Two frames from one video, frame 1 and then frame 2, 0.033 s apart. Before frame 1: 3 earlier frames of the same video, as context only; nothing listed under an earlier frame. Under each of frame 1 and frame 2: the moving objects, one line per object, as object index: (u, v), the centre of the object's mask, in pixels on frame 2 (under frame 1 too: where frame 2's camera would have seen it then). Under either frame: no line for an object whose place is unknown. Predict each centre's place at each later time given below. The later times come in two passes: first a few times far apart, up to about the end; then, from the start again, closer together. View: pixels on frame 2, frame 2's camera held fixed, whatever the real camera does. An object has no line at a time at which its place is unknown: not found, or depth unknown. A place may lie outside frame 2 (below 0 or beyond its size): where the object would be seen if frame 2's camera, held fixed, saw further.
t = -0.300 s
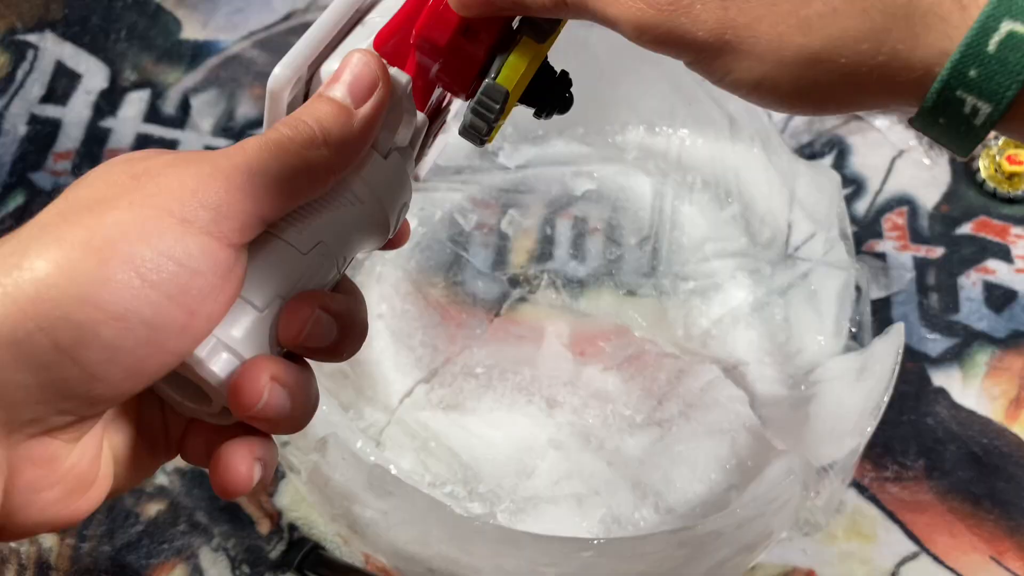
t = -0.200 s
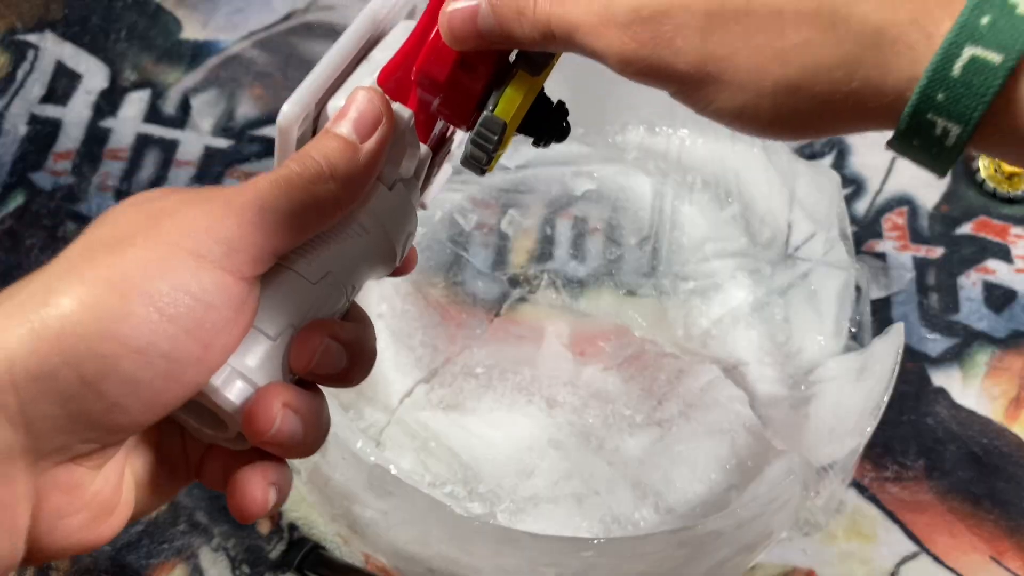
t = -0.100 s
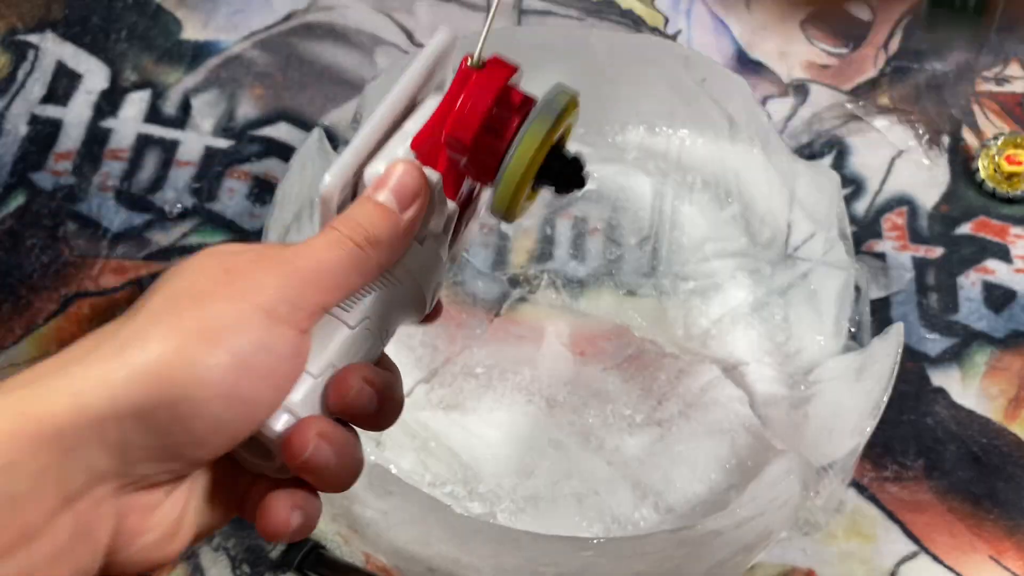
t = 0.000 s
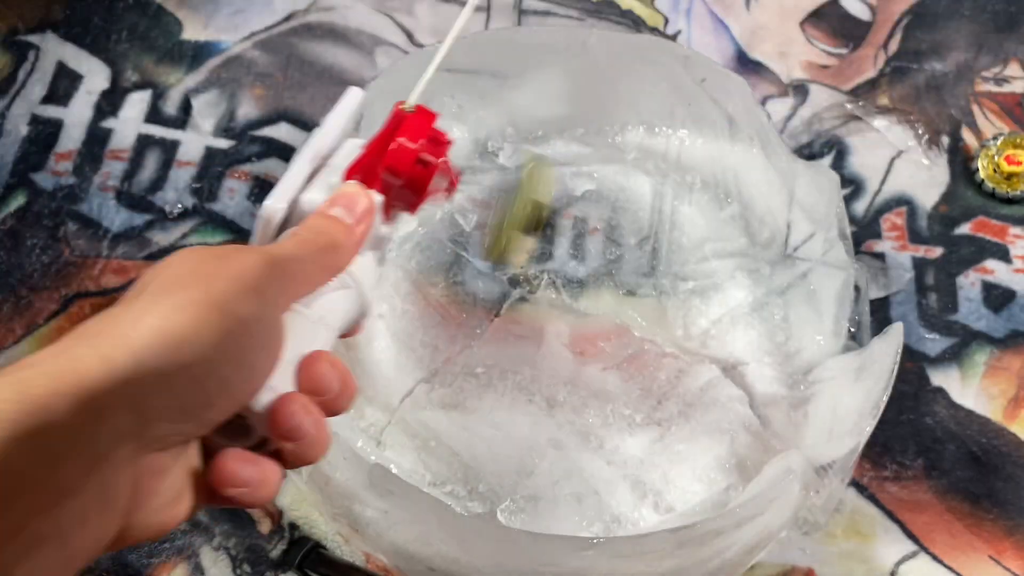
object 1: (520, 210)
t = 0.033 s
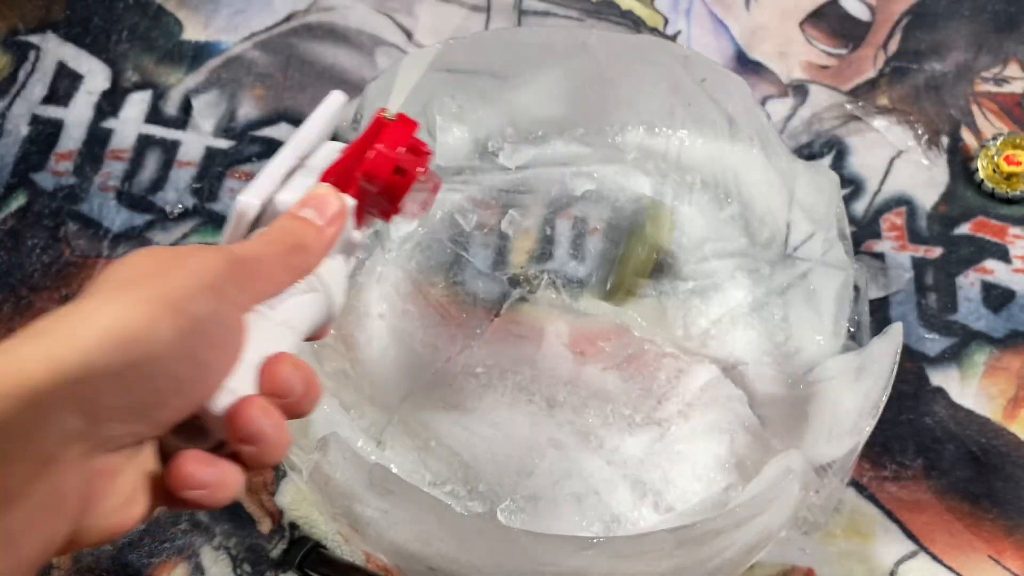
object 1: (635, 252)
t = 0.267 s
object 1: (788, 343)
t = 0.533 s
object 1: (784, 343)
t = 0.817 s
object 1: (772, 360)
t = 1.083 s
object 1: (765, 347)
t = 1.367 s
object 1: (764, 351)
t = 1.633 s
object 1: (751, 343)
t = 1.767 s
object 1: (720, 359)
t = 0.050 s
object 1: (685, 277)
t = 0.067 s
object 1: (735, 302)
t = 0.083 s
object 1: (775, 329)
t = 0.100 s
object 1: (803, 345)
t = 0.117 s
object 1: (810, 345)
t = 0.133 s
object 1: (815, 344)
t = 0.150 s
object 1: (817, 343)
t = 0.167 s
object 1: (817, 344)
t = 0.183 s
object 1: (812, 346)
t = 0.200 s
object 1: (802, 348)
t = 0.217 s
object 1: (796, 348)
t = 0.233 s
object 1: (792, 346)
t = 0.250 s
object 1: (789, 345)
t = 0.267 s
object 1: (788, 343)
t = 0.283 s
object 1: (788, 340)
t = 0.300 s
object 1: (786, 337)
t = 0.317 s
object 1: (784, 335)
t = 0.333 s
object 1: (783, 333)
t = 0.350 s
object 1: (783, 331)
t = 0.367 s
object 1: (783, 331)
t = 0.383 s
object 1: (784, 329)
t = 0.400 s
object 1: (782, 330)
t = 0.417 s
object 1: (787, 327)
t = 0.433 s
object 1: (793, 323)
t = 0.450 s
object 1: (797, 322)
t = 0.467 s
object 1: (799, 325)
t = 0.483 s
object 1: (800, 329)
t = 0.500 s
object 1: (795, 334)
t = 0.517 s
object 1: (787, 341)
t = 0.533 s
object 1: (784, 343)
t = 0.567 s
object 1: (783, 343)
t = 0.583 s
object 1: (784, 342)
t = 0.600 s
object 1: (784, 340)
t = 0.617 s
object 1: (785, 338)
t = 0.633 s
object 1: (783, 336)
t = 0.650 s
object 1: (783, 336)
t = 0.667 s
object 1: (782, 337)
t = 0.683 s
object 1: (780, 341)
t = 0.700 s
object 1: (778, 343)
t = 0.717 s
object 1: (776, 346)
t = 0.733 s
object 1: (774, 348)
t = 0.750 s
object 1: (770, 352)
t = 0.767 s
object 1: (768, 356)
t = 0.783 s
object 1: (769, 357)
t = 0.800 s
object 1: (770, 359)
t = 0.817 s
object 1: (772, 360)
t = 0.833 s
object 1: (770, 359)
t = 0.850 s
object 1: (769, 358)
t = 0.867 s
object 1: (769, 356)
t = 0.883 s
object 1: (767, 353)
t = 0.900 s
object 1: (764, 352)
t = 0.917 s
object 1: (762, 350)
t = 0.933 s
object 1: (761, 349)
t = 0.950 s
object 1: (760, 348)
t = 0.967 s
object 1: (760, 347)
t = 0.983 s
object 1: (760, 347)
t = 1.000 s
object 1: (761, 346)
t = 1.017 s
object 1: (761, 347)
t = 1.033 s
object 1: (760, 349)
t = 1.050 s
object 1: (762, 349)
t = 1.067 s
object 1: (764, 347)
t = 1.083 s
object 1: (765, 347)
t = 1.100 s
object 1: (763, 350)
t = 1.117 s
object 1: (761, 353)
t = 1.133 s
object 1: (763, 353)
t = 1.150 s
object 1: (764, 356)
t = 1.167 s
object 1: (766, 358)
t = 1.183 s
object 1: (768, 357)
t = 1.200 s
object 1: (765, 356)
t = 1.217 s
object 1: (763, 355)
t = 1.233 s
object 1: (763, 353)
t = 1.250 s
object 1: (763, 351)
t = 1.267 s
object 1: (762, 351)
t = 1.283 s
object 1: (761, 352)
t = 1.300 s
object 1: (761, 353)
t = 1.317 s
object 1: (764, 353)
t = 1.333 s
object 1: (766, 353)
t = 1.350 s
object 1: (764, 352)
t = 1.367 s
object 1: (764, 351)
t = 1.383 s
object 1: (763, 354)
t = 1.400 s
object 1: (763, 357)
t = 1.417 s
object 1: (765, 358)
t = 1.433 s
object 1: (767, 359)
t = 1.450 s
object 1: (771, 358)
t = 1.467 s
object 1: (770, 359)
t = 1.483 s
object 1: (768, 359)
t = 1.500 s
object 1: (768, 357)
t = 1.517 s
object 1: (772, 350)
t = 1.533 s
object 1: (775, 346)
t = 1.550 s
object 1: (775, 345)
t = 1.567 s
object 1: (771, 341)
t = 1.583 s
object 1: (765, 340)
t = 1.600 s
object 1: (758, 341)
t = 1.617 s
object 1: (753, 343)
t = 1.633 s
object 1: (751, 343)
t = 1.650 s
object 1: (749, 347)
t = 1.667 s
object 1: (746, 350)
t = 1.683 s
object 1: (745, 349)
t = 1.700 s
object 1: (743, 350)
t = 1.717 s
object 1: (738, 354)
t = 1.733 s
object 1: (733, 358)
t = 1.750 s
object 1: (728, 358)
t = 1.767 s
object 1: (720, 359)
